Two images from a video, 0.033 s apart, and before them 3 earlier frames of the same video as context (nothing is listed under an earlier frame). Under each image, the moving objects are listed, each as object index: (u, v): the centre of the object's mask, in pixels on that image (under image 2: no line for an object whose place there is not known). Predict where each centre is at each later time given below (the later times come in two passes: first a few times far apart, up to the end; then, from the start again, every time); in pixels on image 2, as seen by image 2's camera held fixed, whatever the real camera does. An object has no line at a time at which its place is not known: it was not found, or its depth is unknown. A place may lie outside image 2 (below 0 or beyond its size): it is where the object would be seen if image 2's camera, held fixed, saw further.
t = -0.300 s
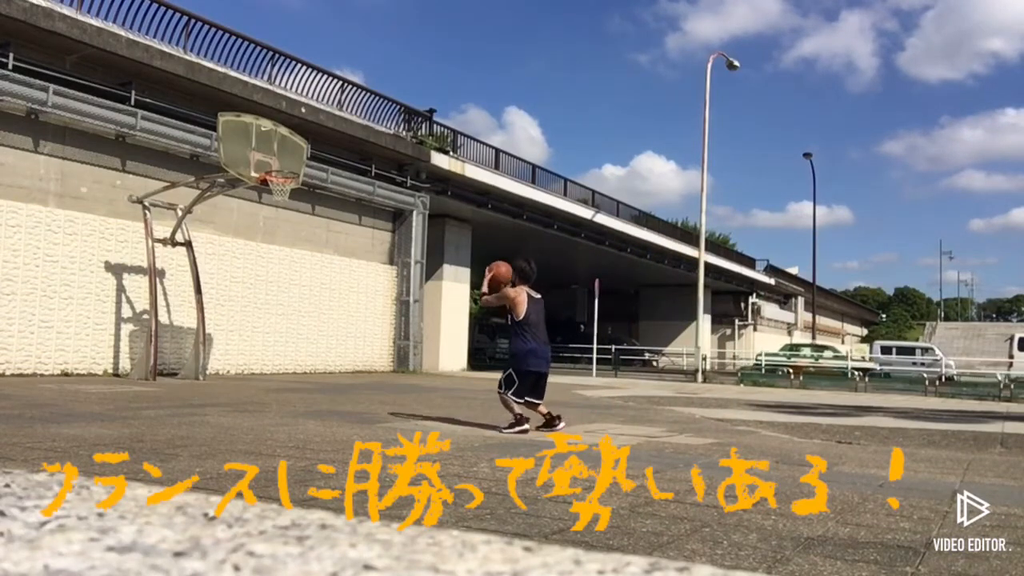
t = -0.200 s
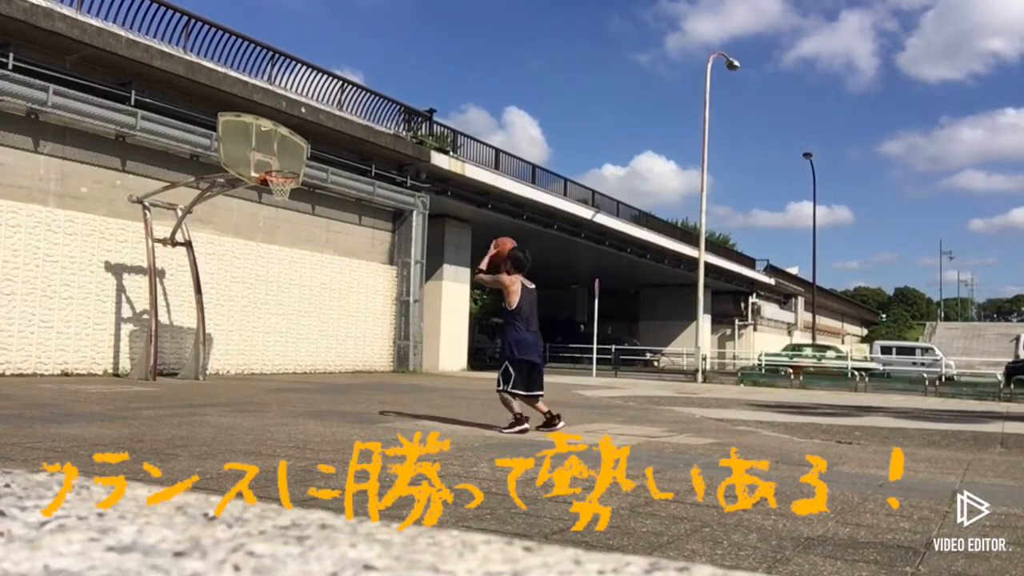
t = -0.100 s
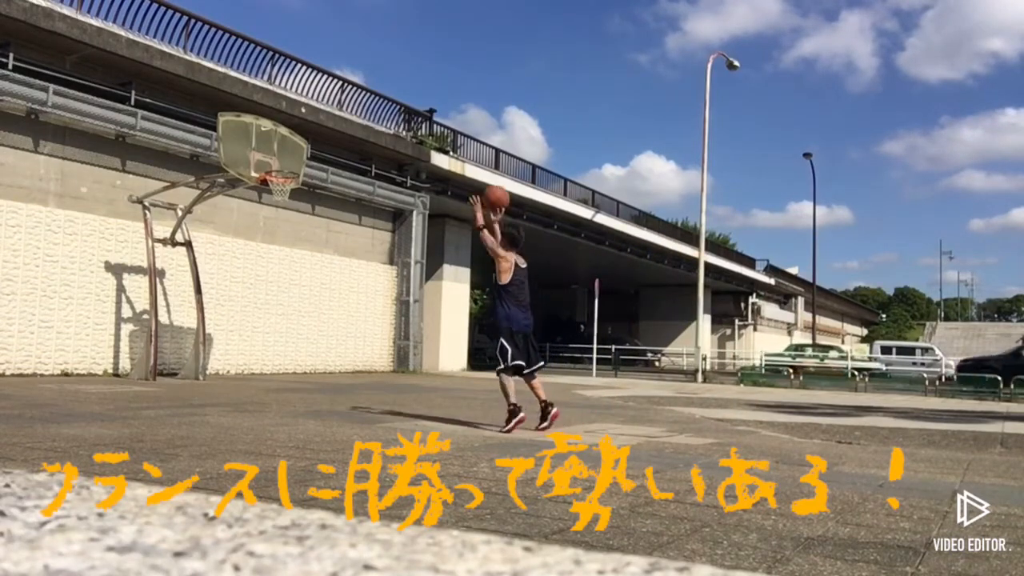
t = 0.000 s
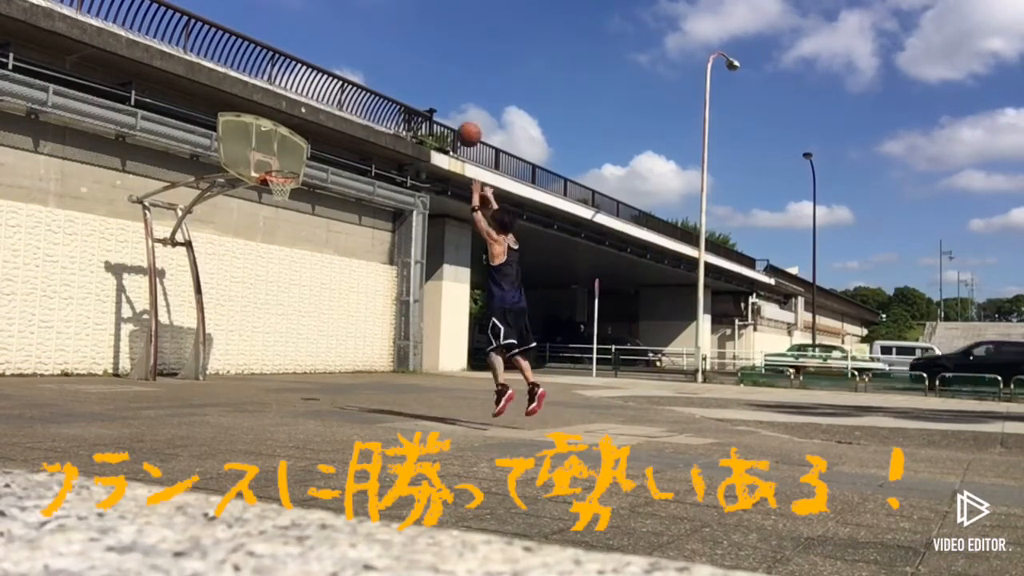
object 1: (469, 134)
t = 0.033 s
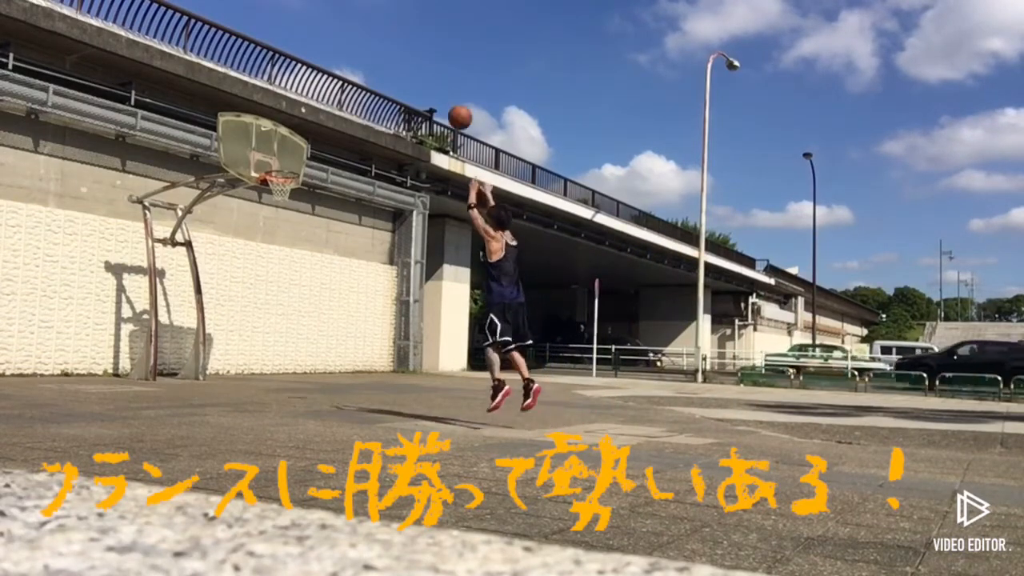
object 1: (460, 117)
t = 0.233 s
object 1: (413, 45)
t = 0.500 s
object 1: (360, 16)
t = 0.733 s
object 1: (319, 38)
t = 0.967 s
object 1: (283, 95)
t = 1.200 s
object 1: (264, 161)
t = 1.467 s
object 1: (283, 100)
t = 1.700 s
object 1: (298, 86)
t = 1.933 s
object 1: (312, 112)
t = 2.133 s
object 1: (324, 172)
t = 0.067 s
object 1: (451, 101)
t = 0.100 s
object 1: (443, 87)
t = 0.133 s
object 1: (435, 75)
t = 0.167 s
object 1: (428, 63)
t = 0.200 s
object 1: (420, 53)
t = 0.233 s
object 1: (413, 45)
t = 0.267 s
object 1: (406, 37)
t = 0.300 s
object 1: (398, 31)
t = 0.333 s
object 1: (392, 26)
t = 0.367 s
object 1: (385, 22)
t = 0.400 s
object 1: (378, 19)
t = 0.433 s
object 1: (372, 17)
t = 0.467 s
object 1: (366, 16)
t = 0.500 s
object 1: (360, 16)
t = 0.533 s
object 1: (353, 17)
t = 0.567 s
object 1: (347, 19)
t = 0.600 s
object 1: (341, 21)
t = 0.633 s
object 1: (336, 24)
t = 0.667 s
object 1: (330, 28)
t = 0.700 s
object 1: (324, 33)
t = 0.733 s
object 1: (319, 38)
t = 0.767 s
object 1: (313, 44)
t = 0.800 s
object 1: (308, 50)
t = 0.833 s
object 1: (303, 57)
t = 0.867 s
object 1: (298, 66)
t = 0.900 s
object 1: (293, 74)
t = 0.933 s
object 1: (288, 84)
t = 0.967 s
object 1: (283, 95)
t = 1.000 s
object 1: (278, 103)
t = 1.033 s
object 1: (274, 114)
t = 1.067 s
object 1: (268, 125)
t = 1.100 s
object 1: (263, 137)
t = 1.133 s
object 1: (259, 150)
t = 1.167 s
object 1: (259, 160)
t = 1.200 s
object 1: (264, 161)
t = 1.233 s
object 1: (266, 151)
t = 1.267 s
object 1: (269, 142)
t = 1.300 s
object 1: (272, 133)
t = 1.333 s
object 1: (274, 125)
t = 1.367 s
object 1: (276, 117)
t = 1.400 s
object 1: (278, 109)
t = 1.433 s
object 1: (281, 104)
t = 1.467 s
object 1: (283, 100)
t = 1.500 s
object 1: (285, 96)
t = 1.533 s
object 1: (287, 93)
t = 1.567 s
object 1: (289, 90)
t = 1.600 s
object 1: (292, 88)
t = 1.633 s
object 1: (294, 86)
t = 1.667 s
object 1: (295, 86)
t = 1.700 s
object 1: (298, 86)
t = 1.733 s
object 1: (300, 87)
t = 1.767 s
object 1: (303, 89)
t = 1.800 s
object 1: (304, 92)
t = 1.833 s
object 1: (307, 95)
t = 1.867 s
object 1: (309, 100)
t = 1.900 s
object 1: (310, 106)
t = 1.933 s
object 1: (312, 112)
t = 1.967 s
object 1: (315, 119)
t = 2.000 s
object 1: (317, 127)
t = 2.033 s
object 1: (319, 136)
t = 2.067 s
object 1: (321, 146)
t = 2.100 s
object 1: (323, 159)
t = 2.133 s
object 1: (324, 172)
